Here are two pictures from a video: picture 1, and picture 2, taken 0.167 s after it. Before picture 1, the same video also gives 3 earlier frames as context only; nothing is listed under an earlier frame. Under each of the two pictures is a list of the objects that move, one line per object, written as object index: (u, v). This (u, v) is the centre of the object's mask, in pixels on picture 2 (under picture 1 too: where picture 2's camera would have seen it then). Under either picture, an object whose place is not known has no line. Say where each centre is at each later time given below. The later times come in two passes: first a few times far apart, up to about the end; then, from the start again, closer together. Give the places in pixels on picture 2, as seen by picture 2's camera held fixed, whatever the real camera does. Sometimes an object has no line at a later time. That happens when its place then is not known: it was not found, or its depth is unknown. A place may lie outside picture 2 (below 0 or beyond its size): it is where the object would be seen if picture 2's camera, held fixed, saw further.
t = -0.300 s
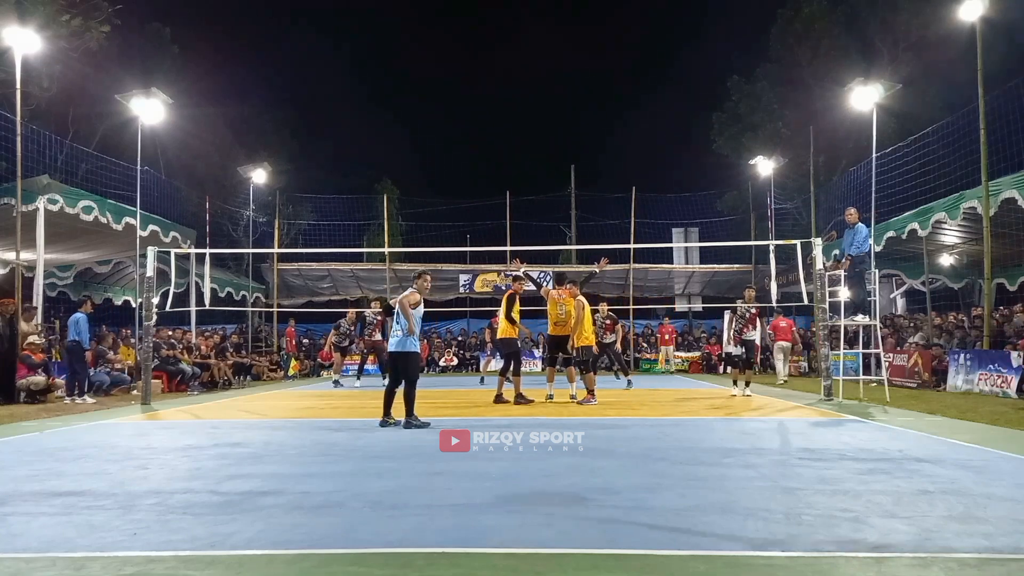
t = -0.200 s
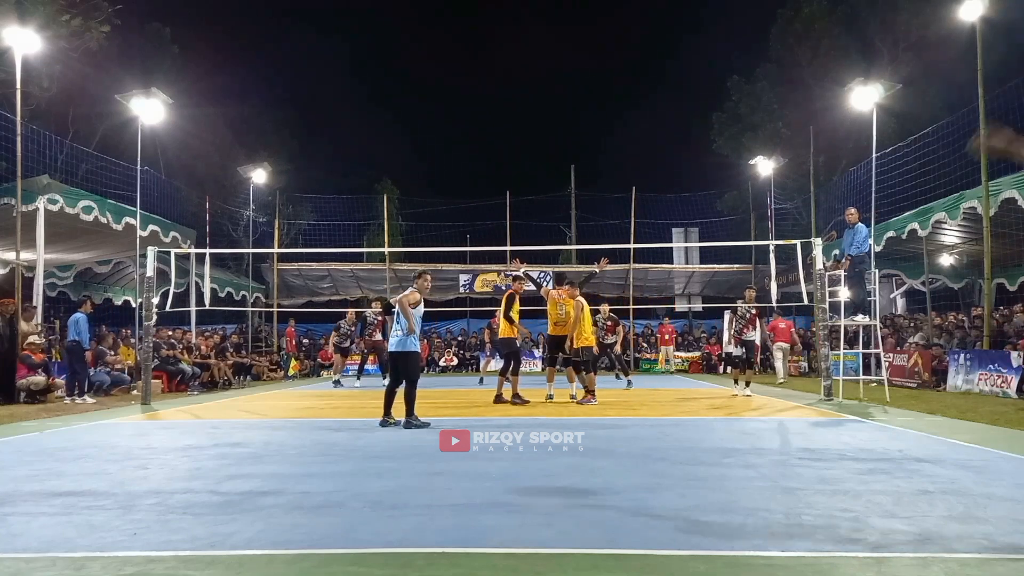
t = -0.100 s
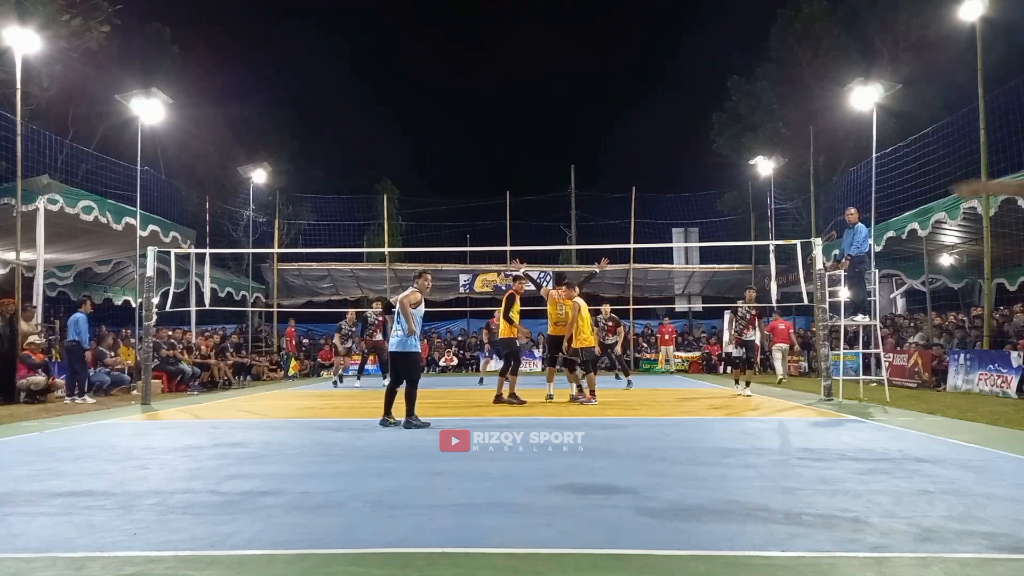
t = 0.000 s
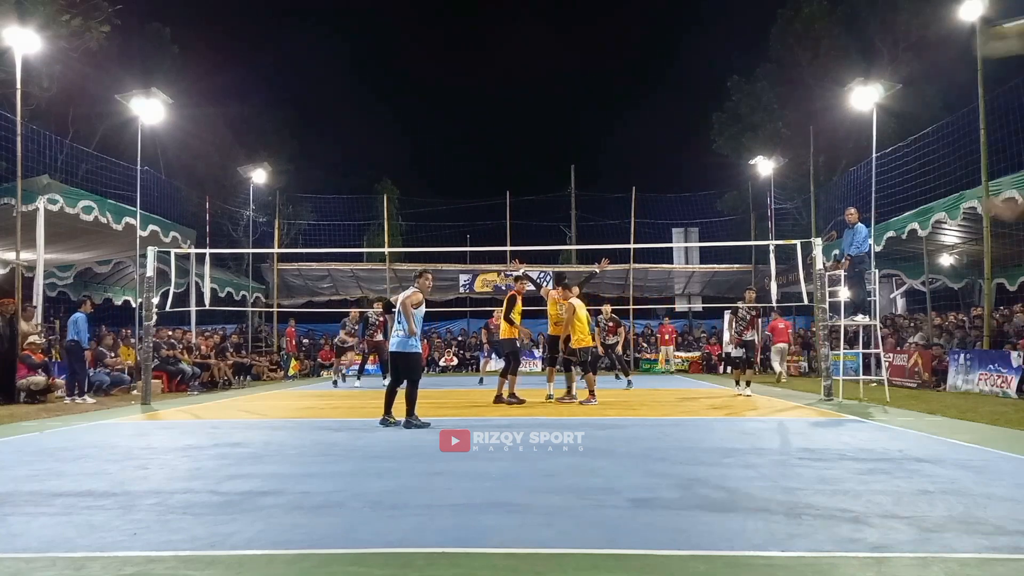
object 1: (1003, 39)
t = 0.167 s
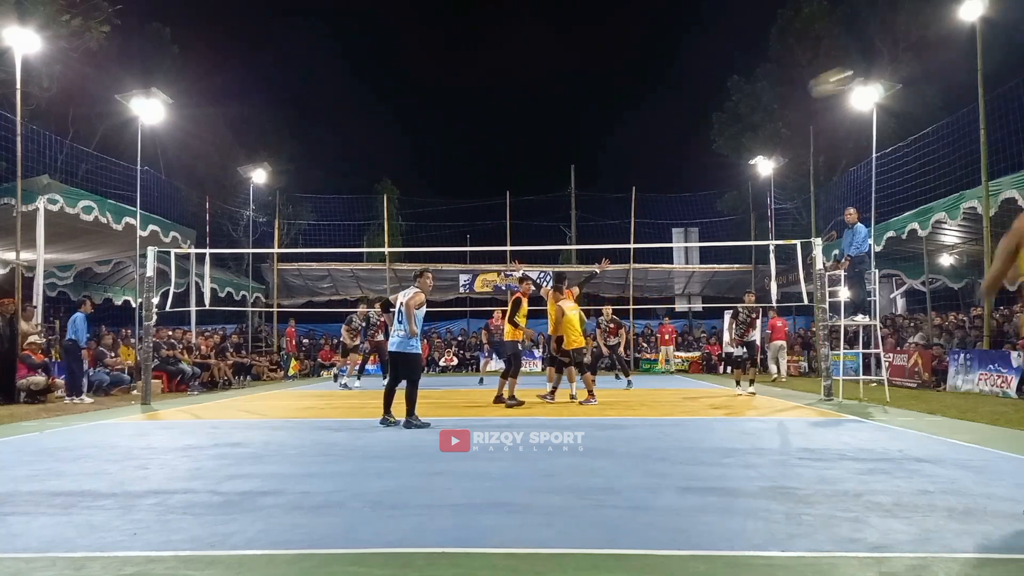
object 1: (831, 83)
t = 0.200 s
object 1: (807, 92)
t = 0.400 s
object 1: (711, 147)
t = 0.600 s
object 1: (660, 203)
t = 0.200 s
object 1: (807, 92)
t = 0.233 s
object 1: (787, 101)
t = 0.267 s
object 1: (768, 110)
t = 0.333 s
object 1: (737, 128)
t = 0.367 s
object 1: (723, 138)
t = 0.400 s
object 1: (711, 147)
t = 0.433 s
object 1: (701, 156)
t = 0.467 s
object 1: (691, 166)
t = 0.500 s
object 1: (683, 175)
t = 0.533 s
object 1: (675, 184)
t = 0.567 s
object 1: (667, 194)
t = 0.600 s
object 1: (660, 203)
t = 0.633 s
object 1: (654, 213)
